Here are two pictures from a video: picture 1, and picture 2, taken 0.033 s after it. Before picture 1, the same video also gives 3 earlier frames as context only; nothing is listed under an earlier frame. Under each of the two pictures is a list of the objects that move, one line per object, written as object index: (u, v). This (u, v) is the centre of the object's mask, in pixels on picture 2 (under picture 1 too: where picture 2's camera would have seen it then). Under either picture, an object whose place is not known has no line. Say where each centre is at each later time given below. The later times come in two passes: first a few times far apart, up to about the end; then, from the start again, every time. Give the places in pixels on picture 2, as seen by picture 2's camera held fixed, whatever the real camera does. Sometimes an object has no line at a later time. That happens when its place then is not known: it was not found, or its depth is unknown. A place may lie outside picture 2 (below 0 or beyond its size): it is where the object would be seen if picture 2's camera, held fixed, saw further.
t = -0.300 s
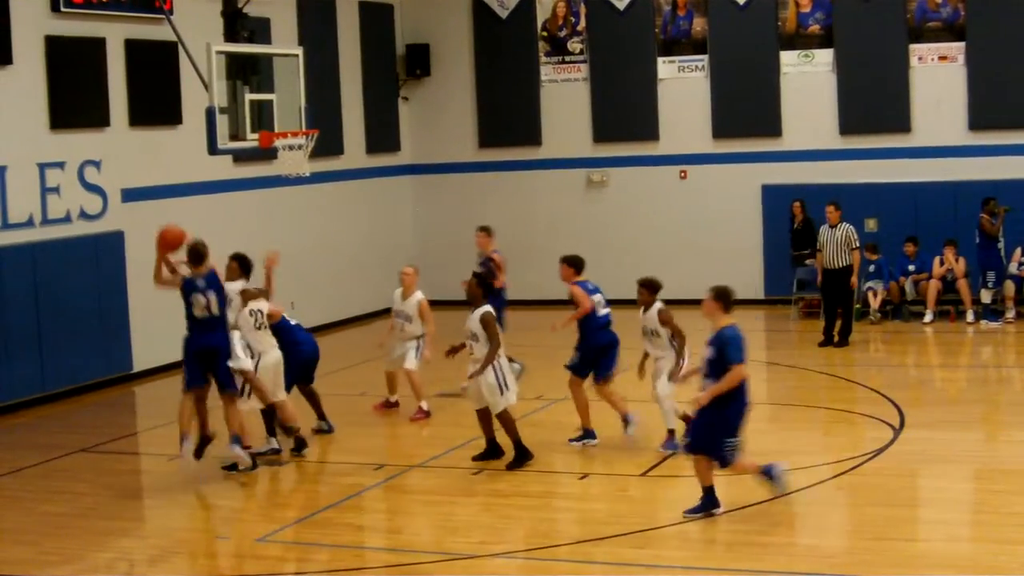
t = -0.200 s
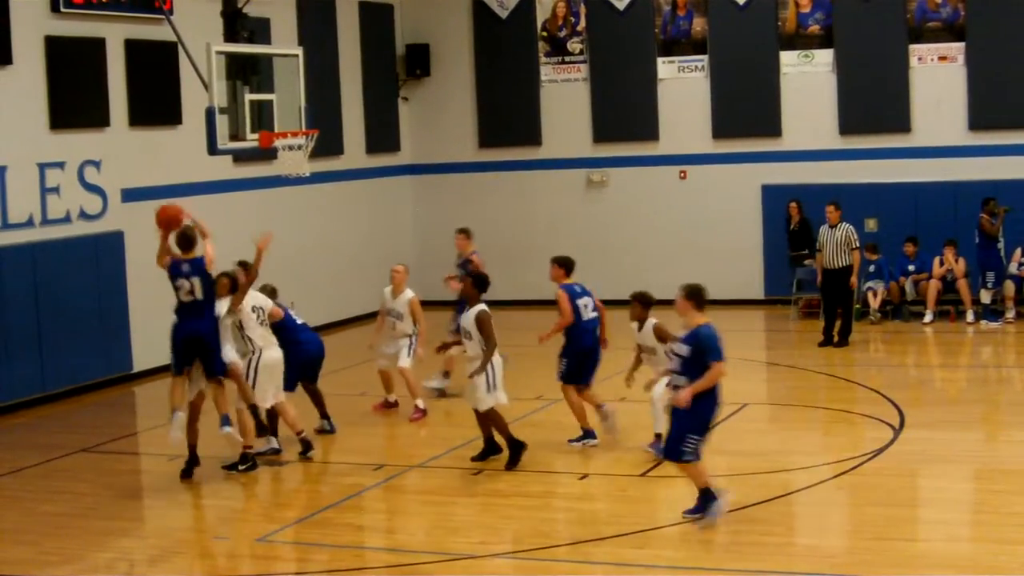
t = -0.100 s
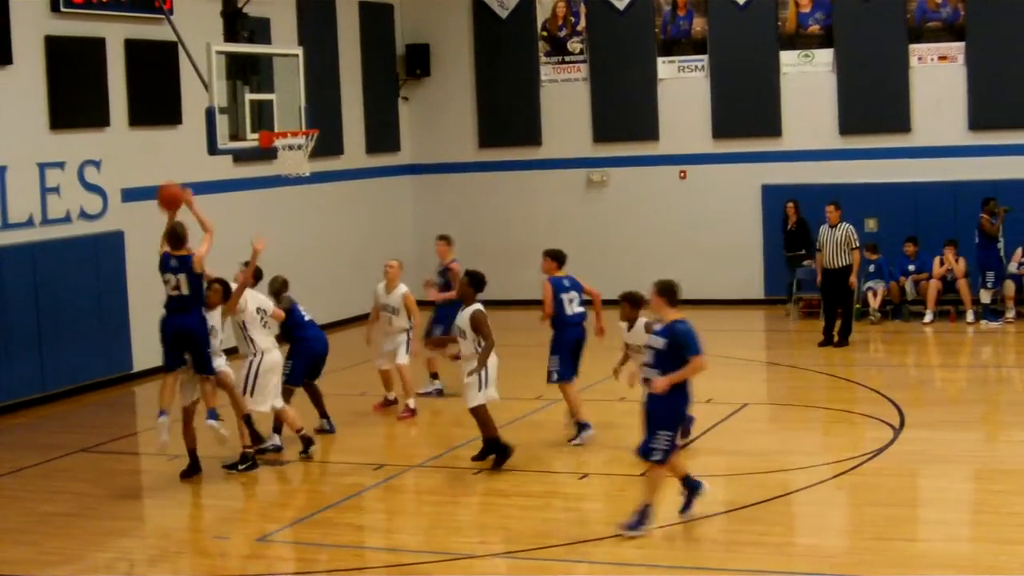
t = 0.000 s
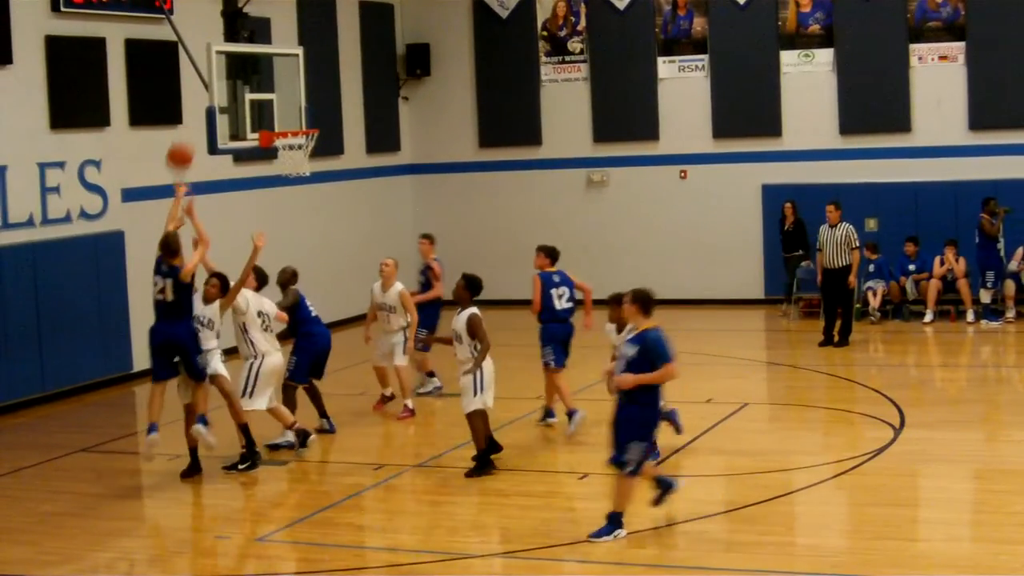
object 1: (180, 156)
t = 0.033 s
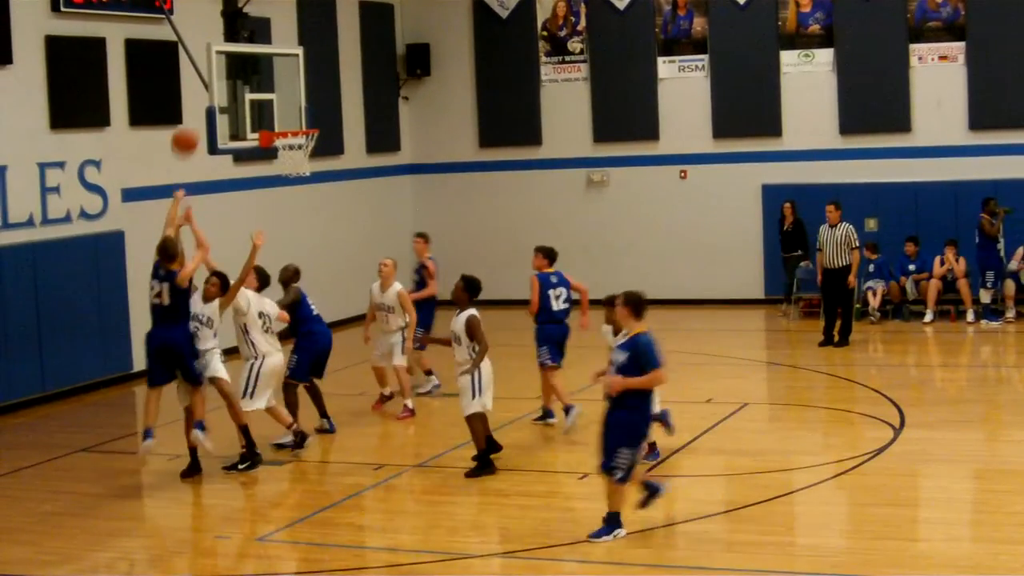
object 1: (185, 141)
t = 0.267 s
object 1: (218, 78)
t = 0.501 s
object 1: (251, 73)
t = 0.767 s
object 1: (283, 118)
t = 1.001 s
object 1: (261, 84)
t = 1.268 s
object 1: (238, 110)
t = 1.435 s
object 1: (224, 165)
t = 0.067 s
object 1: (190, 128)
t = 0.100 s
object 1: (194, 116)
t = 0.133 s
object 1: (199, 106)
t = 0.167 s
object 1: (203, 97)
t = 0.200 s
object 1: (208, 90)
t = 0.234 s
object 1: (213, 84)
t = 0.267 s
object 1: (218, 78)
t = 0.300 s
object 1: (223, 73)
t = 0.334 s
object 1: (228, 70)
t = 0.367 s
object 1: (233, 69)
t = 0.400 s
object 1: (237, 68)
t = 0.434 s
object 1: (241, 69)
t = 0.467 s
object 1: (246, 71)
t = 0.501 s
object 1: (251, 73)
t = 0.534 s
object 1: (256, 76)
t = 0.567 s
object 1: (260, 80)
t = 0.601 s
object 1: (264, 86)
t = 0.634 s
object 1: (269, 94)
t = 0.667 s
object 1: (274, 102)
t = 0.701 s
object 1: (279, 111)
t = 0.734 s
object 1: (283, 119)
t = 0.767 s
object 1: (283, 118)
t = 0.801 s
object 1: (280, 112)
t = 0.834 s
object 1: (277, 104)
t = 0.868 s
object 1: (273, 98)
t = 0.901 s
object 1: (270, 93)
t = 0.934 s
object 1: (266, 89)
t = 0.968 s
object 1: (263, 86)
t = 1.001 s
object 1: (261, 84)
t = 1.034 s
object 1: (258, 83)
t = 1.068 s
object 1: (255, 84)
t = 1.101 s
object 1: (252, 85)
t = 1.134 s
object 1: (249, 87)
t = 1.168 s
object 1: (245, 91)
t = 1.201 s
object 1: (243, 95)
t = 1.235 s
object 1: (240, 102)
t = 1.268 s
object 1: (238, 110)
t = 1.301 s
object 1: (235, 117)
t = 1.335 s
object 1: (233, 128)
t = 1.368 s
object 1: (230, 140)
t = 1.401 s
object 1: (228, 152)
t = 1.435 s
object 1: (224, 165)
